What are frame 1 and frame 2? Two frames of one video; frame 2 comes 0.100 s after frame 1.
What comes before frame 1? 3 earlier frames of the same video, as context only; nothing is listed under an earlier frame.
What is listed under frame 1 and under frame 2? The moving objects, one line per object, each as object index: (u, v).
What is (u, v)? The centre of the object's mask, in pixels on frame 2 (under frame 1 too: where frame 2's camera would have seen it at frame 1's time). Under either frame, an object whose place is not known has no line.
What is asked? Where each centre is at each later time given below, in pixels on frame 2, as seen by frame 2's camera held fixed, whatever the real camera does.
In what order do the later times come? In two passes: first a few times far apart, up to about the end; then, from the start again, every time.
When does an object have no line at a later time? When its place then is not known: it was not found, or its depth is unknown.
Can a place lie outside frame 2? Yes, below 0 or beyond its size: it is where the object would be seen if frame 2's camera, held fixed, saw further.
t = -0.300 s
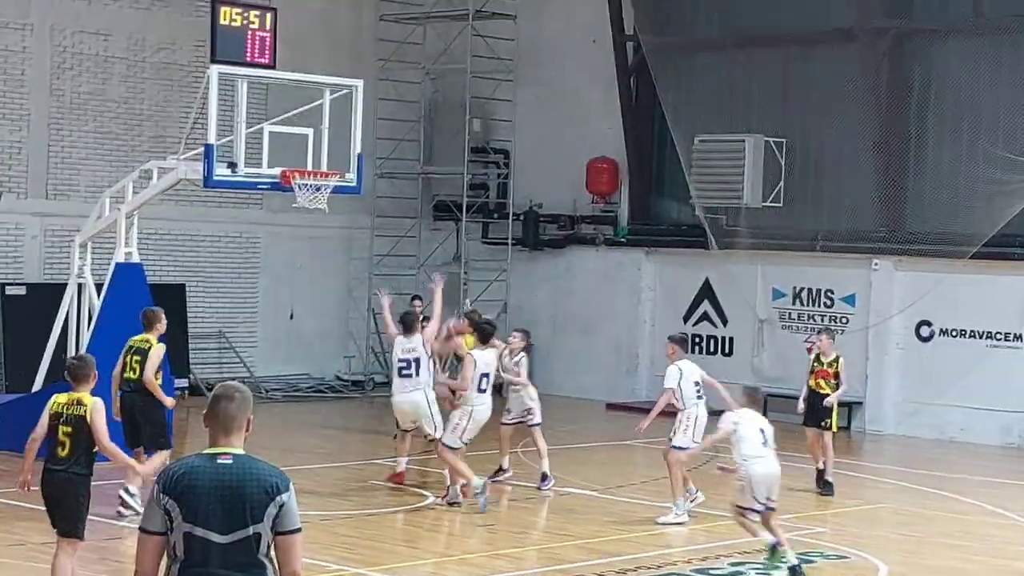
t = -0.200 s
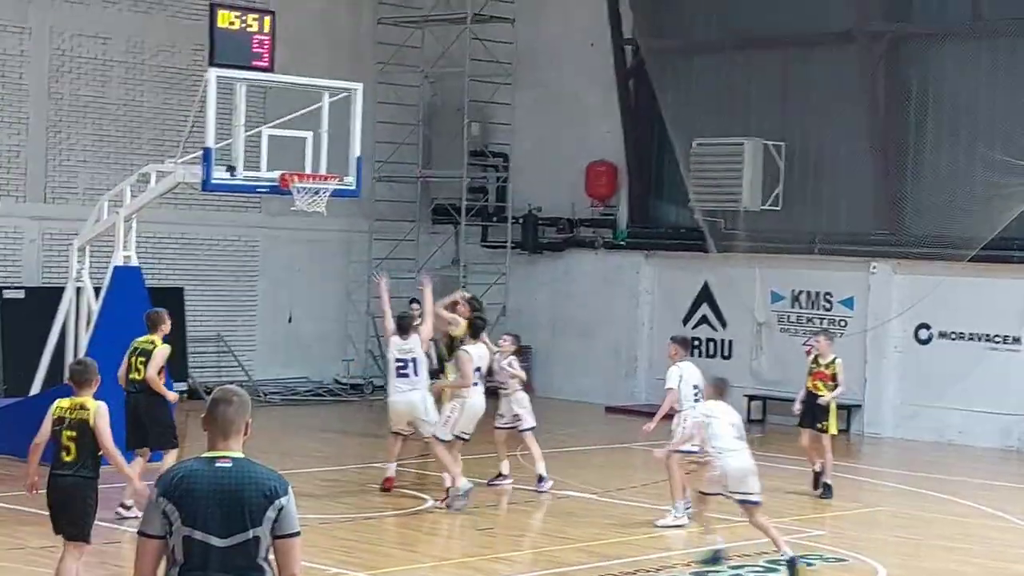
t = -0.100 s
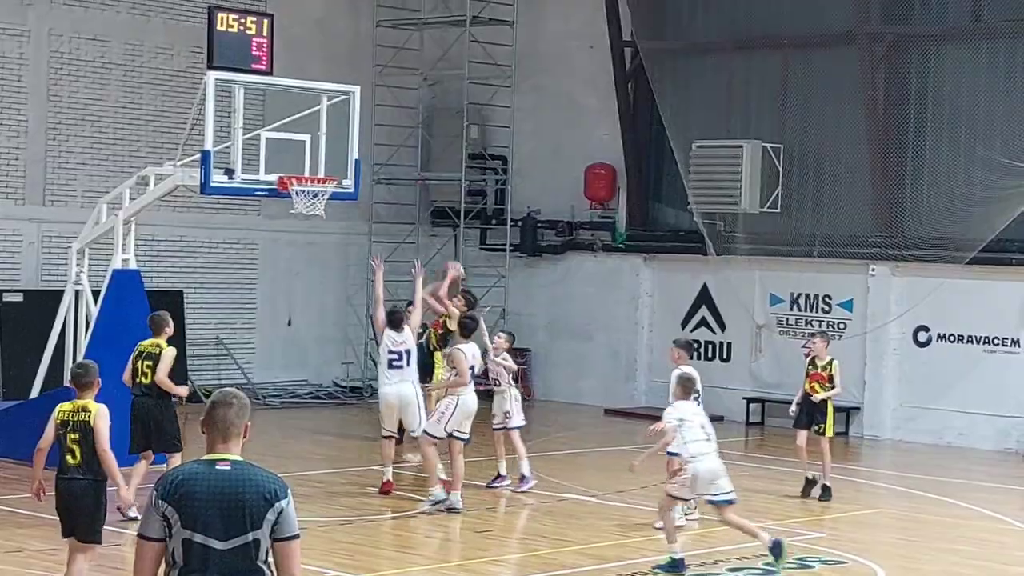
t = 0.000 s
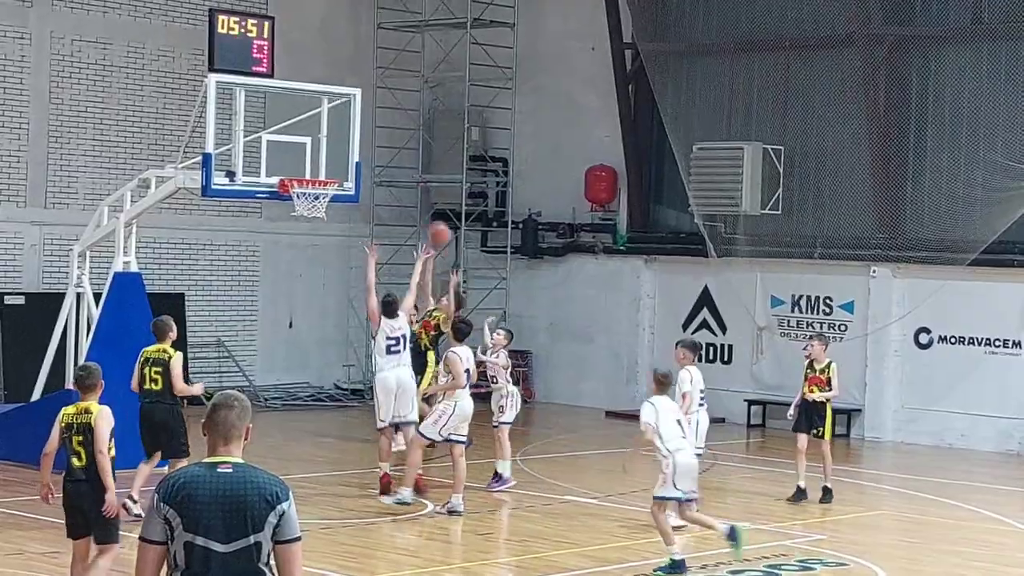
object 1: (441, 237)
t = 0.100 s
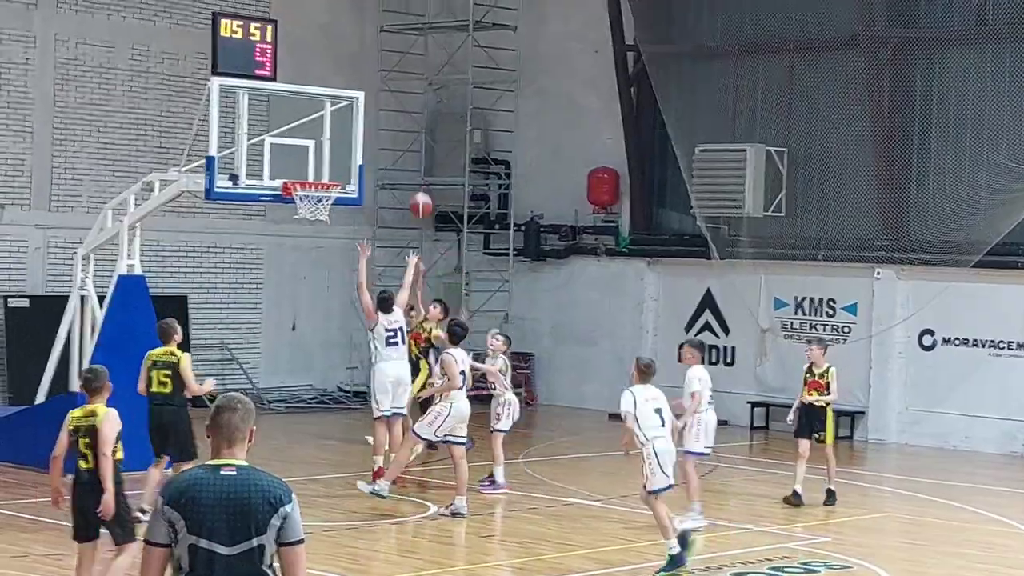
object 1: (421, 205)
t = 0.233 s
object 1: (392, 176)
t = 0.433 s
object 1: (344, 166)
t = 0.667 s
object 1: (336, 172)
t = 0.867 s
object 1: (367, 197)
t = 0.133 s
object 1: (413, 195)
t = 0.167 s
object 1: (406, 189)
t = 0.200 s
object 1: (399, 181)
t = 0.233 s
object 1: (392, 176)
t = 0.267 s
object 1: (383, 172)
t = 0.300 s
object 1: (376, 169)
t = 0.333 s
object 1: (368, 166)
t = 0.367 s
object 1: (361, 164)
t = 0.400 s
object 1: (352, 165)
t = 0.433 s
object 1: (344, 166)
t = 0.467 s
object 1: (337, 168)
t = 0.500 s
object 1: (327, 170)
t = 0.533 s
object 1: (318, 173)
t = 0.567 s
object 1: (317, 174)
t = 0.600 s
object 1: (324, 173)
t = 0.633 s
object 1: (329, 172)
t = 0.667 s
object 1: (336, 172)
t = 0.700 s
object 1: (340, 173)
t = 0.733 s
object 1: (346, 175)
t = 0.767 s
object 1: (351, 179)
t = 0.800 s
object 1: (357, 185)
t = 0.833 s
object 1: (361, 190)
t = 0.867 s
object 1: (367, 197)
